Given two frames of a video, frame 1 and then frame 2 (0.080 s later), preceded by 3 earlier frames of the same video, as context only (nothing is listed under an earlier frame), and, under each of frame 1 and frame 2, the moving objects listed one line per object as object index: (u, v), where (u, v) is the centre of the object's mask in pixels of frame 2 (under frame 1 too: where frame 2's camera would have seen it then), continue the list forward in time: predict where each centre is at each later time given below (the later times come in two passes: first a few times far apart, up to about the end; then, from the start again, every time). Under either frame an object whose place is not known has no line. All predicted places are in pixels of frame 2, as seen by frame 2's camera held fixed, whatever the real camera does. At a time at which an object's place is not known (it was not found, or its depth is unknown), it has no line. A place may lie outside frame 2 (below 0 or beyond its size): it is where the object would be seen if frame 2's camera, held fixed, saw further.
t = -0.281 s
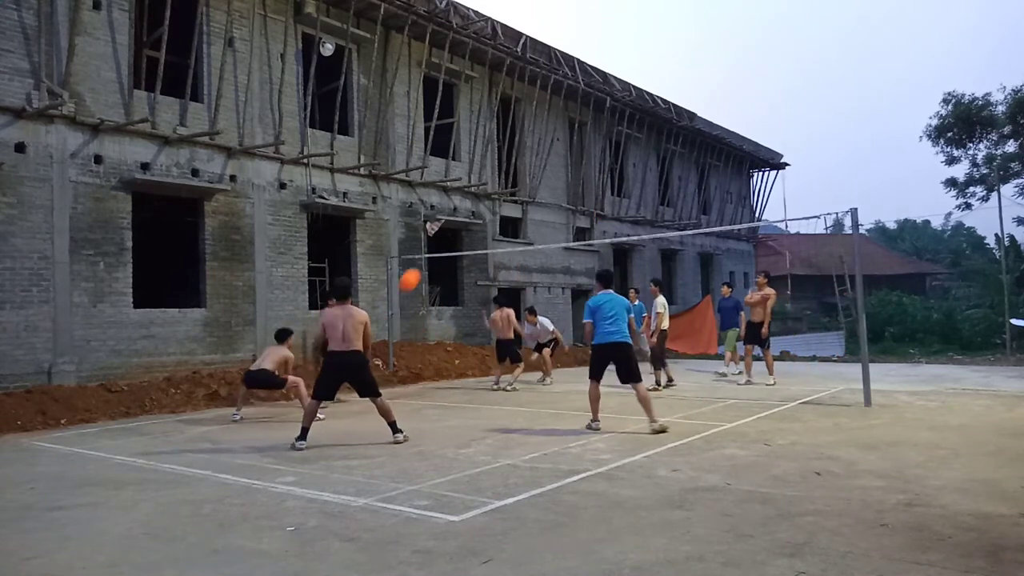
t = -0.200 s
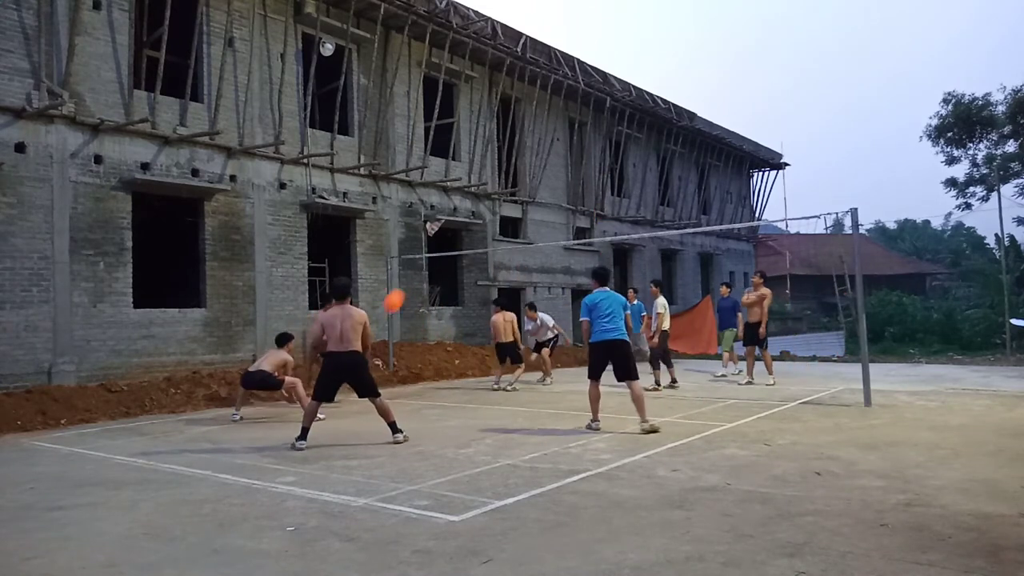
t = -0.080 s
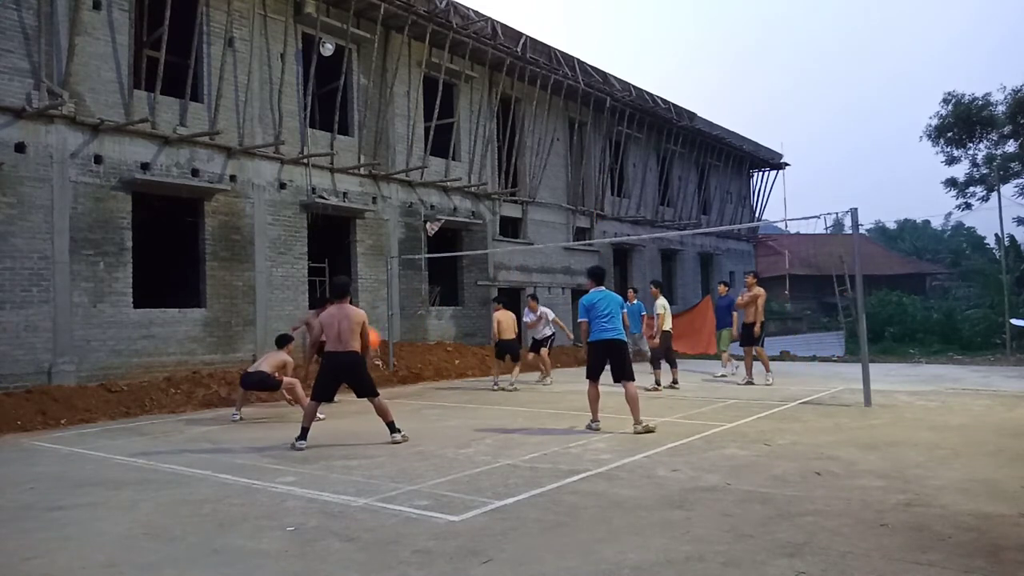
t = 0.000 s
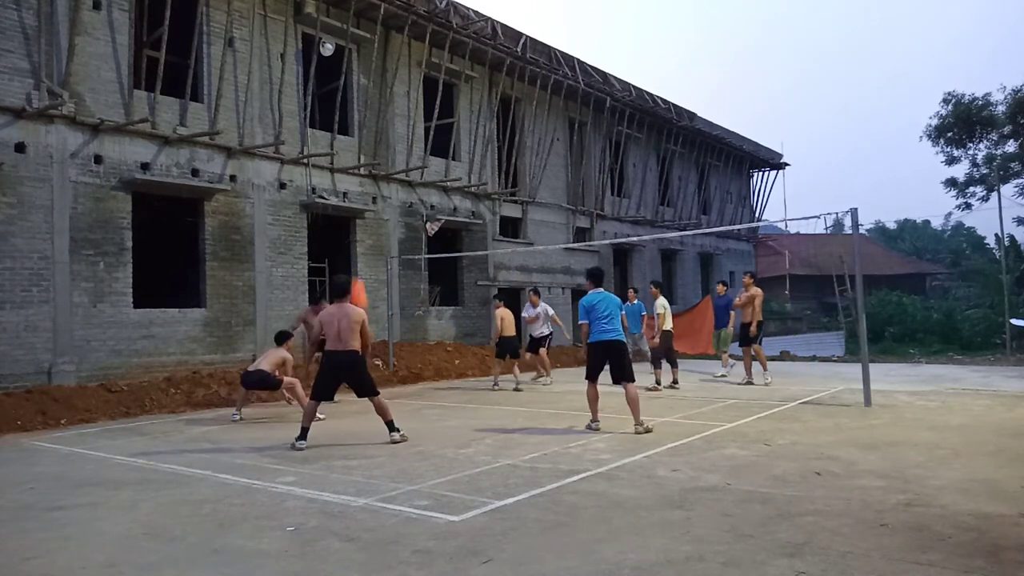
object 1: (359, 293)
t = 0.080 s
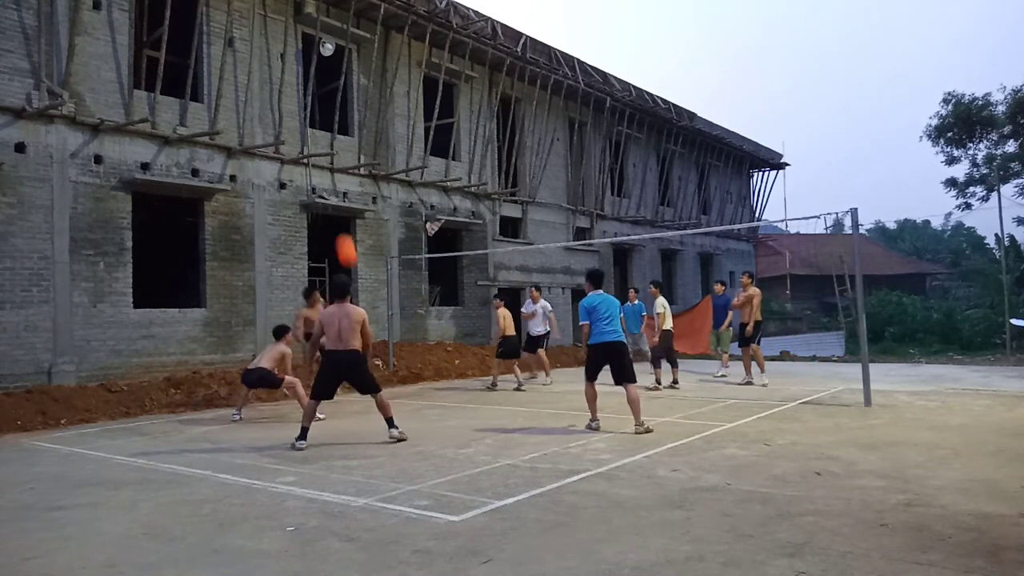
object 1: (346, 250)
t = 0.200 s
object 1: (332, 195)
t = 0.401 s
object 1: (309, 123)
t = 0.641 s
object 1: (282, 76)
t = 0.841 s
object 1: (261, 71)
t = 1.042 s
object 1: (240, 97)
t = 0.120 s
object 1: (341, 230)
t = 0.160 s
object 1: (337, 212)
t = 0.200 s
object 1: (332, 195)
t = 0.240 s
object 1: (327, 177)
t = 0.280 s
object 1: (322, 161)
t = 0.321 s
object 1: (317, 147)
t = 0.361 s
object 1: (314, 134)
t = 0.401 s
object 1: (309, 123)
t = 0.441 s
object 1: (306, 112)
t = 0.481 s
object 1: (301, 102)
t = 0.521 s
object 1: (296, 94)
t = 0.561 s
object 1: (292, 87)
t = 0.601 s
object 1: (286, 81)
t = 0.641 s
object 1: (282, 76)
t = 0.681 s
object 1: (277, 73)
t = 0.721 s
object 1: (273, 71)
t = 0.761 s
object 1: (269, 70)
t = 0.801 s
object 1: (265, 70)
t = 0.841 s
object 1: (261, 71)
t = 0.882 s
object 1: (257, 74)
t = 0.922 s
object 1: (253, 78)
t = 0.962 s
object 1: (248, 83)
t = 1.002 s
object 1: (244, 90)
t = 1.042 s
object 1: (240, 97)
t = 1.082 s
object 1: (236, 106)
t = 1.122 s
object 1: (232, 116)
